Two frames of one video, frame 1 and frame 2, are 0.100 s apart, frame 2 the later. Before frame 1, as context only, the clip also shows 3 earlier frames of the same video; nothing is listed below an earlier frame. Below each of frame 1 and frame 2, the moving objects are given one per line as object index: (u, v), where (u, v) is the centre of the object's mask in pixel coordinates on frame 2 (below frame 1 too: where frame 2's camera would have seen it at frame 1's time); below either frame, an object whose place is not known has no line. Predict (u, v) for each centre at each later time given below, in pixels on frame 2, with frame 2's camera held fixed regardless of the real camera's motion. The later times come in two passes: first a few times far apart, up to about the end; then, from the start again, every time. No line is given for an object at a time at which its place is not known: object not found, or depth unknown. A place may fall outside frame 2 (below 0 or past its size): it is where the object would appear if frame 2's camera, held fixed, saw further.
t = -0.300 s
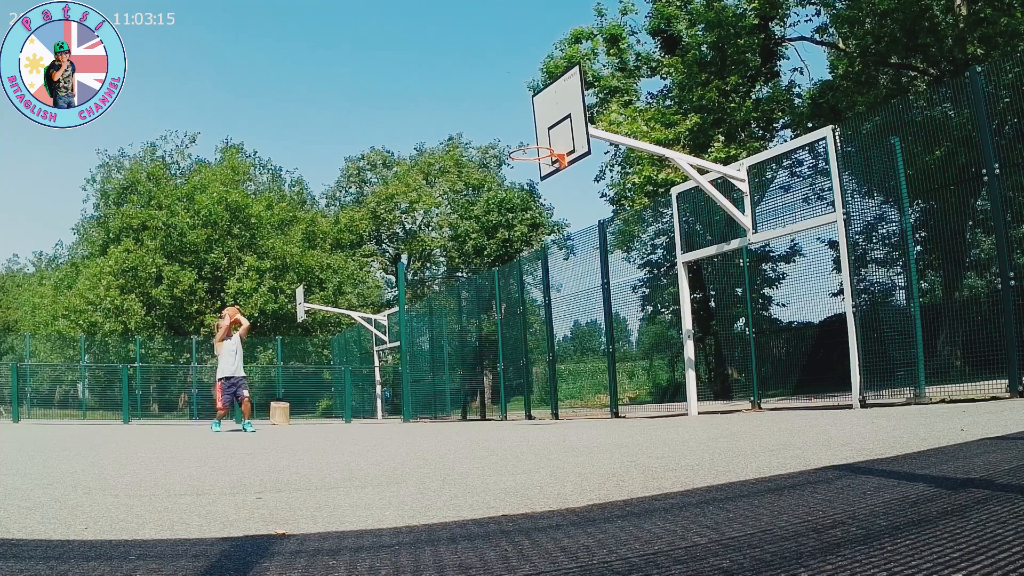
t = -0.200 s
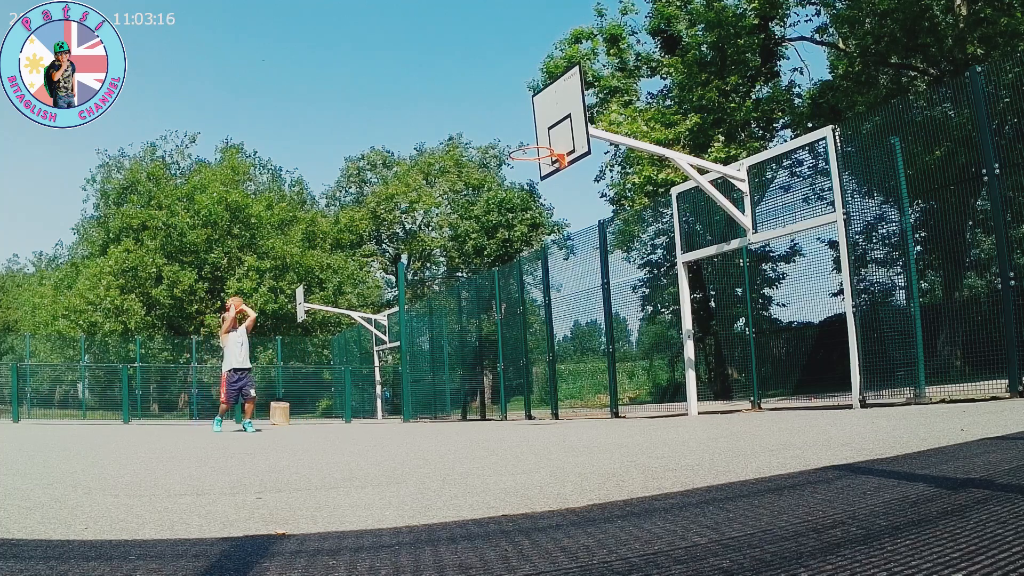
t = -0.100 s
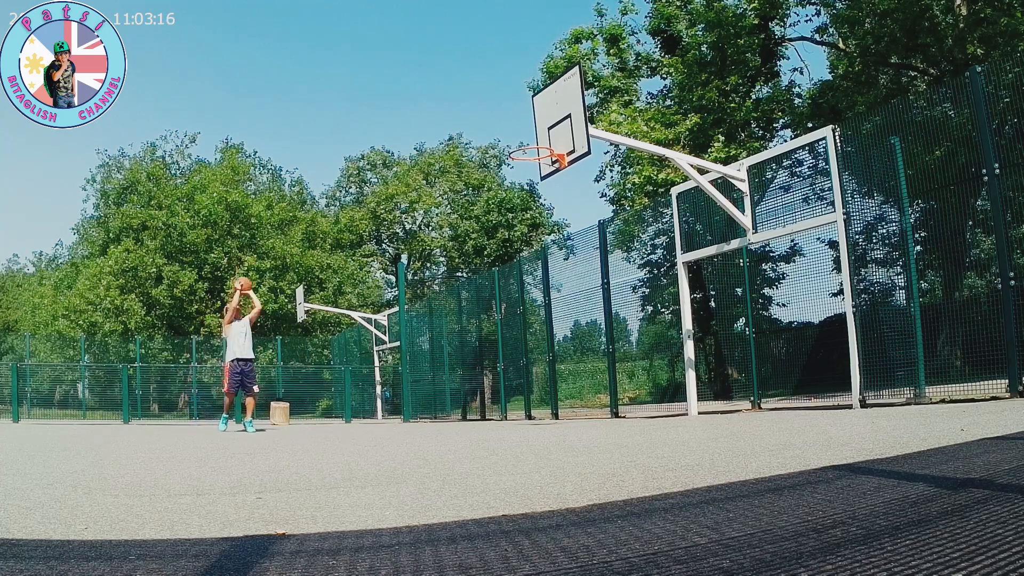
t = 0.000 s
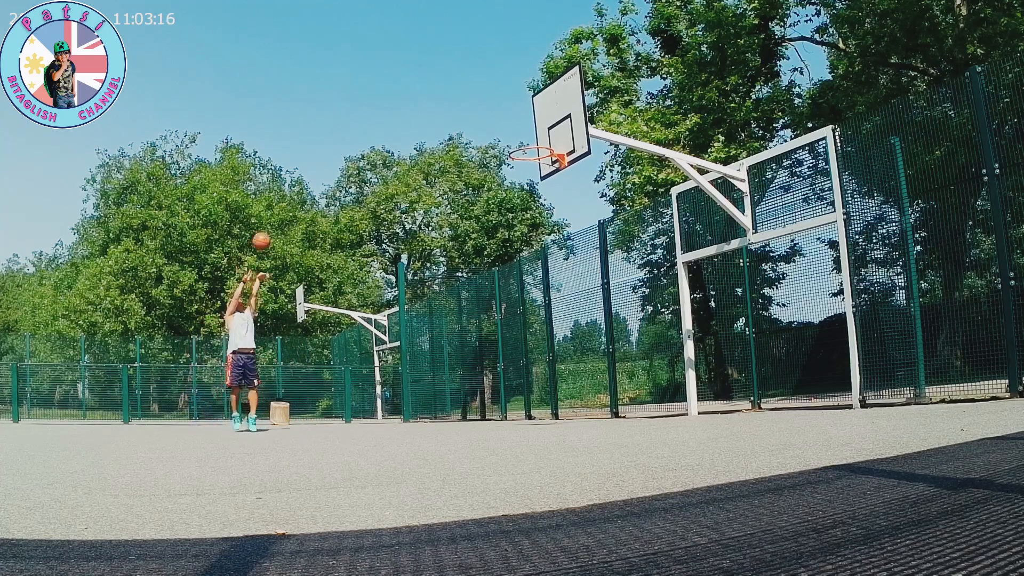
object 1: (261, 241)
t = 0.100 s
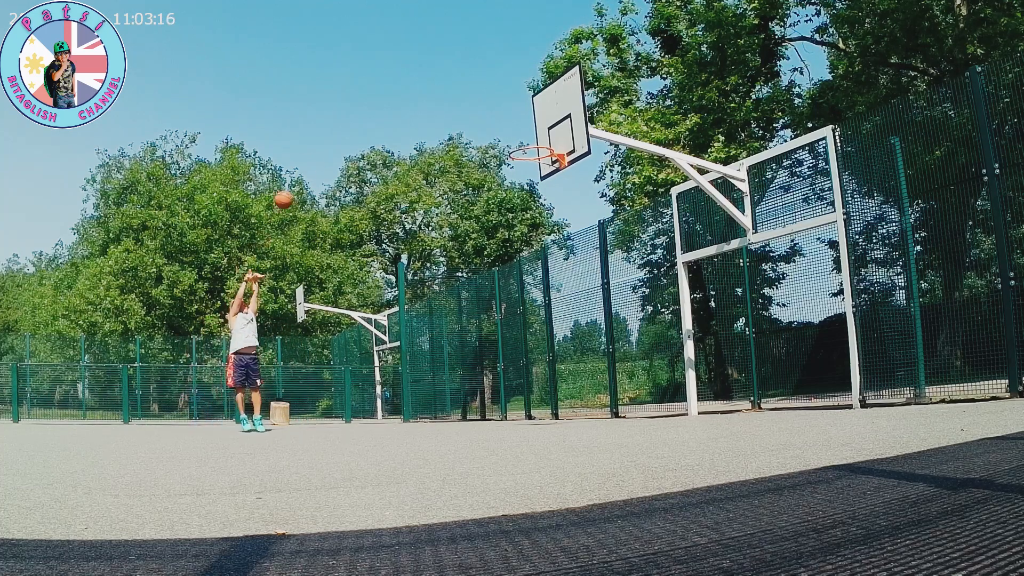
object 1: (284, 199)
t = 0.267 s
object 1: (323, 145)
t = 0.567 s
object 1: (401, 94)
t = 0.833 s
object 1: (480, 105)
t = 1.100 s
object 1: (527, 146)
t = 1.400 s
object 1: (481, 123)
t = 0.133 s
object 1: (291, 187)
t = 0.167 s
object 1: (299, 175)
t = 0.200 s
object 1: (307, 164)
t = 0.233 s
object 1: (315, 154)
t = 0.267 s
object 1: (323, 145)
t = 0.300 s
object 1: (331, 137)
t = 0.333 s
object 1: (340, 128)
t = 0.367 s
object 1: (348, 121)
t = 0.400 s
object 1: (356, 115)
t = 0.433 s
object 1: (365, 109)
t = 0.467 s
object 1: (374, 104)
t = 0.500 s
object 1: (383, 100)
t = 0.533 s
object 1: (392, 96)
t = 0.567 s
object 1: (401, 94)
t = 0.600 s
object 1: (410, 92)
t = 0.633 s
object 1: (420, 91)
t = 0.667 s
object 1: (429, 91)
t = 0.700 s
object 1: (439, 92)
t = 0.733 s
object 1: (449, 94)
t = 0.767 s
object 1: (459, 97)
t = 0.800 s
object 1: (469, 100)
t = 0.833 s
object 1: (480, 105)
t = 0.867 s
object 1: (490, 111)
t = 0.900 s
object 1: (501, 117)
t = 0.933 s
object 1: (512, 125)
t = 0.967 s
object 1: (523, 134)
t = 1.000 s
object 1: (535, 144)
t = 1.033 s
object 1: (534, 149)
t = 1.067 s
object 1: (531, 153)
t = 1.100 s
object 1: (527, 146)
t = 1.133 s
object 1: (522, 139)
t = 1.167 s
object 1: (517, 135)
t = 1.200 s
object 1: (512, 130)
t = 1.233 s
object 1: (507, 127)
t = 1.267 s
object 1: (502, 124)
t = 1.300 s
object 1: (497, 122)
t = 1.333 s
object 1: (492, 122)
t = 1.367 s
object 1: (487, 122)
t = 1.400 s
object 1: (481, 123)
